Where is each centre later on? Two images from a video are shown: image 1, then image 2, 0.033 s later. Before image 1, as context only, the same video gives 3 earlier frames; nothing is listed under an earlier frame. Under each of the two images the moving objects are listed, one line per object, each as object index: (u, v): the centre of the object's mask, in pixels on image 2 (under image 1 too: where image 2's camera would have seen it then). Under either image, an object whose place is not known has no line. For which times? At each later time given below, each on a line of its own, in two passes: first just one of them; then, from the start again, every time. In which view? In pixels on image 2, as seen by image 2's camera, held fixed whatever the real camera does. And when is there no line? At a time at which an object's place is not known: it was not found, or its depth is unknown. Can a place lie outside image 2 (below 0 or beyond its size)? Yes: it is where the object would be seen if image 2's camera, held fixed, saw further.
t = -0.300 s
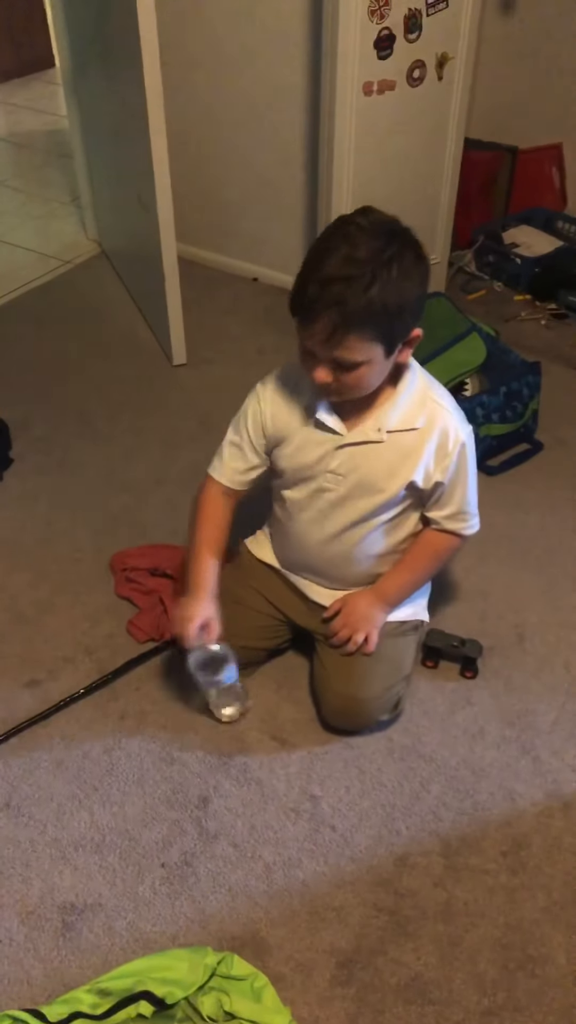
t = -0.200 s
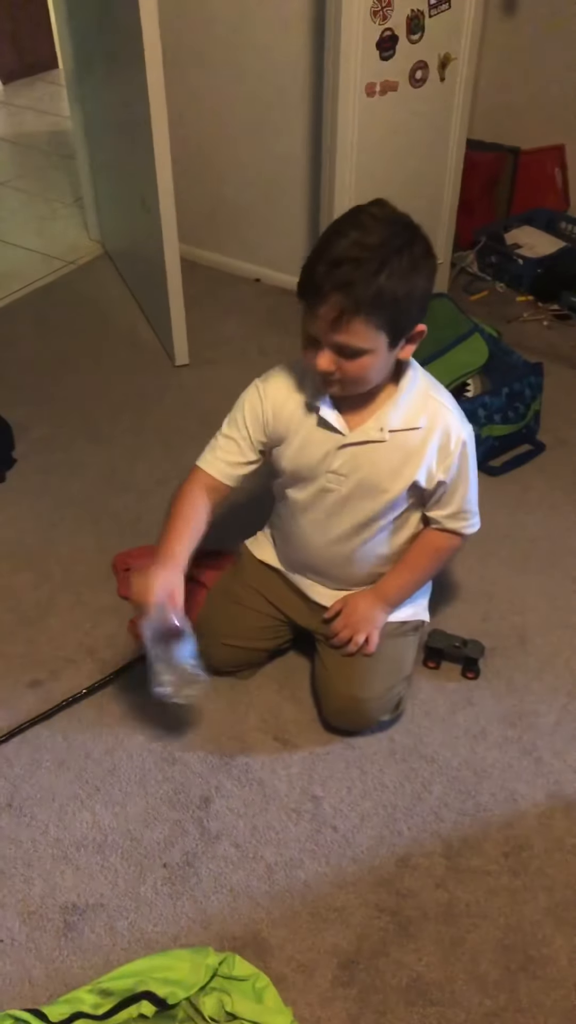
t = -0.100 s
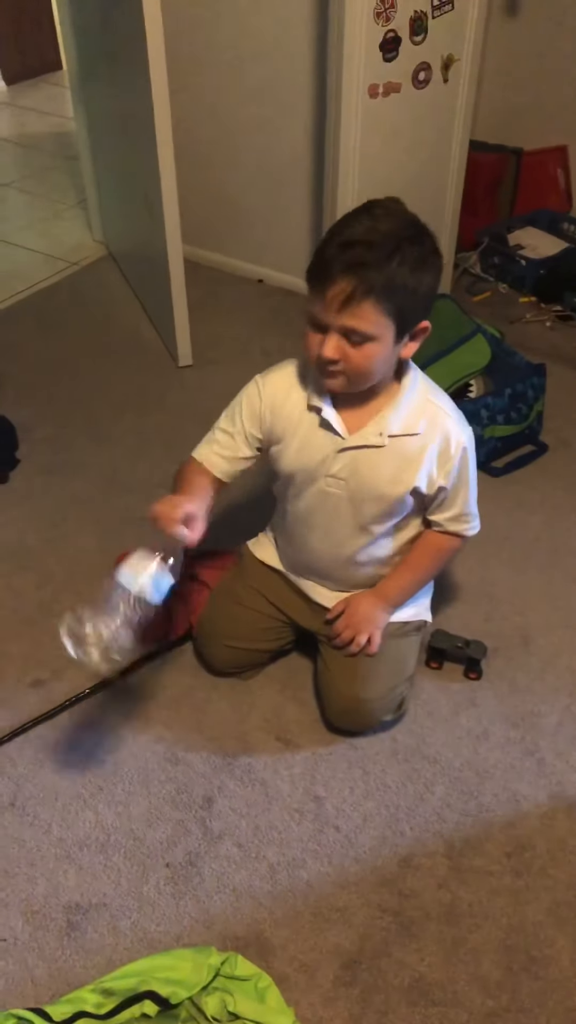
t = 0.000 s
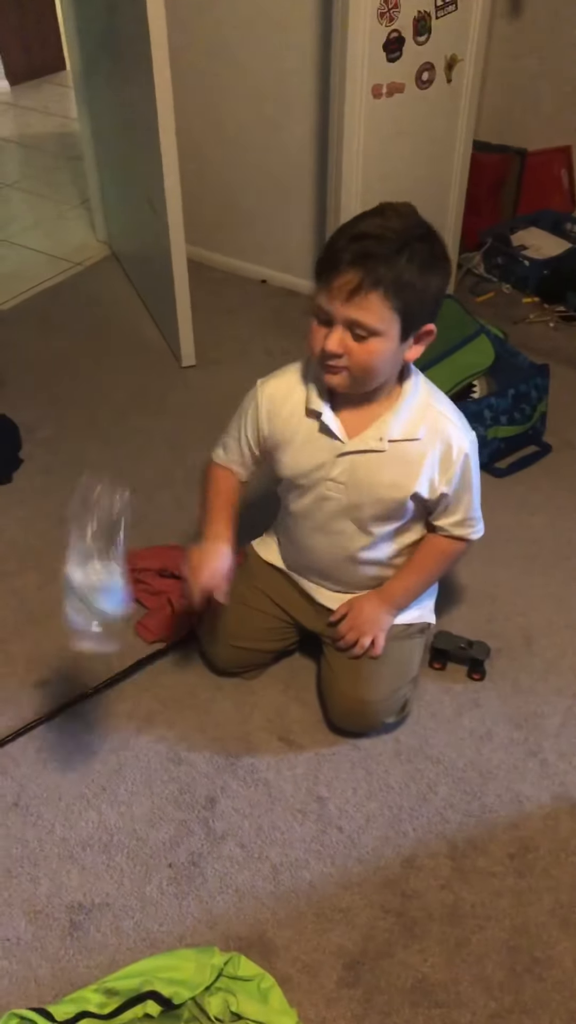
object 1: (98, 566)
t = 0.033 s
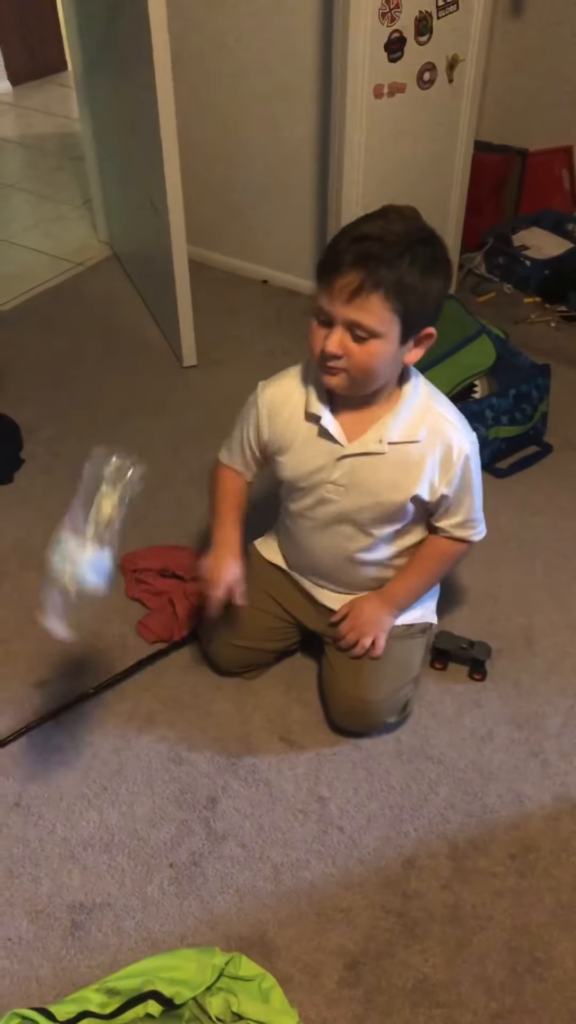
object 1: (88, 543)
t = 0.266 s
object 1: (156, 503)
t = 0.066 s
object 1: (85, 516)
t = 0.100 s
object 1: (87, 492)
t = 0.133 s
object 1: (96, 475)
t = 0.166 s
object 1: (110, 468)
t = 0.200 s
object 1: (126, 471)
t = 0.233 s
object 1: (141, 484)
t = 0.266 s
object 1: (156, 503)
